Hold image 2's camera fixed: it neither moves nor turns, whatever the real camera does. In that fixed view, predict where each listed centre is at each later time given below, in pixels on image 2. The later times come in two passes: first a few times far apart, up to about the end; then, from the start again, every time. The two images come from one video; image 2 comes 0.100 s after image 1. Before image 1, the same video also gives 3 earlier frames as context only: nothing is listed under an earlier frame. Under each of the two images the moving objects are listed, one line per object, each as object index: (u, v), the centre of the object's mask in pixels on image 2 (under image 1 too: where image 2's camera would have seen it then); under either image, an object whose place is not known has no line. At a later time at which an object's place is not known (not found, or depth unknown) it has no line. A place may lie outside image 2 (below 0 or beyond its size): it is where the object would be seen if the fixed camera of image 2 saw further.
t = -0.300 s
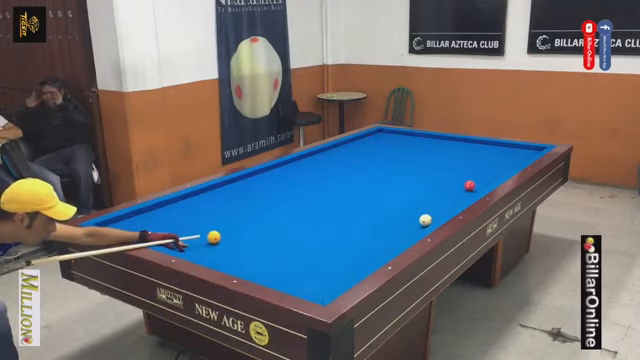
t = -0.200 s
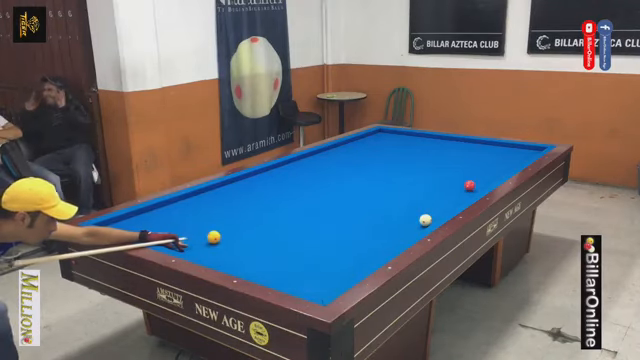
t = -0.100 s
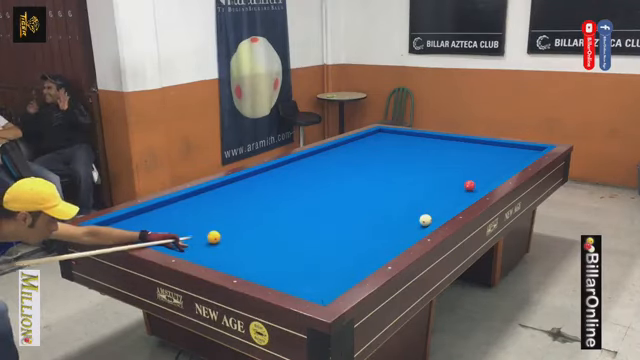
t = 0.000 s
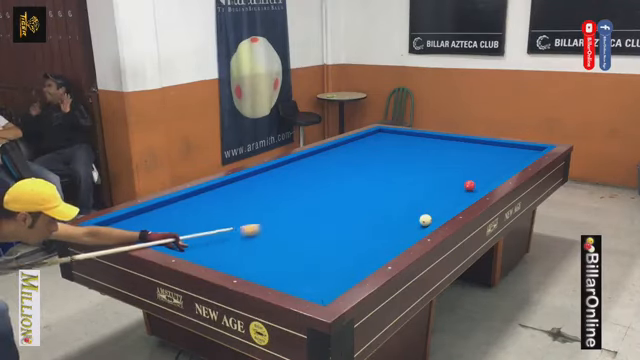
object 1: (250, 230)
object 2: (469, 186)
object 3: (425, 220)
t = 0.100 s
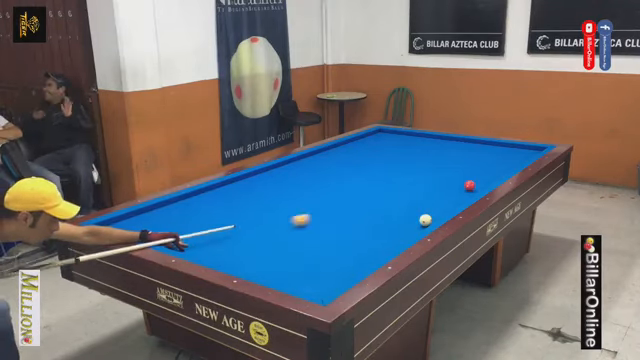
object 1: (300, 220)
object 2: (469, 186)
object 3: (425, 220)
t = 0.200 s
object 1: (348, 211)
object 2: (469, 185)
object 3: (425, 220)
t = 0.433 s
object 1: (443, 193)
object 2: (469, 186)
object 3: (425, 220)
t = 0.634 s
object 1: (464, 183)
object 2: (476, 175)
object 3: (425, 220)
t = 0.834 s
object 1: (443, 173)
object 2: (484, 164)
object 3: (425, 220)
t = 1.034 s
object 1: (430, 163)
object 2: (490, 155)
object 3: (425, 220)
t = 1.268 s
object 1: (416, 153)
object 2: (497, 146)
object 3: (425, 220)
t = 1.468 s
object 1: (407, 145)
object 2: (491, 146)
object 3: (425, 220)
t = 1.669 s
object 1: (397, 138)
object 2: (481, 149)
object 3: (425, 220)
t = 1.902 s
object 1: (388, 131)
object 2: (468, 154)
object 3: (425, 220)
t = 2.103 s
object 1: (379, 132)
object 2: (458, 157)
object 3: (425, 220)
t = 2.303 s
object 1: (382, 136)
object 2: (446, 161)
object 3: (425, 220)
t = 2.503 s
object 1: (384, 140)
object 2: (434, 165)
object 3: (425, 220)
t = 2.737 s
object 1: (387, 145)
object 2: (420, 169)
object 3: (425, 220)
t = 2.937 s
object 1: (390, 149)
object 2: (408, 174)
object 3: (425, 220)
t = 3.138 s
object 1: (392, 153)
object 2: (395, 178)
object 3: (425, 220)
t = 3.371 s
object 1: (395, 159)
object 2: (379, 183)
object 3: (425, 220)
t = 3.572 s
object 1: (399, 164)
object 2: (365, 188)
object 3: (425, 220)
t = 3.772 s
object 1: (402, 169)
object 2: (351, 193)
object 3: (425, 220)
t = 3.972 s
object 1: (405, 174)
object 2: (336, 198)
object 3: (425, 220)
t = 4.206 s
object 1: (409, 181)
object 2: (318, 204)
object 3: (425, 220)
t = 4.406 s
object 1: (412, 187)
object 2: (302, 209)
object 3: (425, 220)
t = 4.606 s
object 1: (417, 193)
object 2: (285, 215)
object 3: (425, 220)
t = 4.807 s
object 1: (420, 200)
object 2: (268, 221)
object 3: (425, 220)
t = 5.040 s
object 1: (425, 208)
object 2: (247, 228)
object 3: (425, 220)
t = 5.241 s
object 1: (431, 214)
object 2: (228, 234)
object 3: (425, 220)
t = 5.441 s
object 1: (432, 217)
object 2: (209, 241)
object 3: (420, 223)
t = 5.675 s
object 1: (425, 216)
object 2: (186, 248)
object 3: (414, 227)
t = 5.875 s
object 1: (419, 214)
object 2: (188, 247)
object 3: (408, 230)
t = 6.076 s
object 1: (413, 213)
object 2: (196, 242)
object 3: (403, 233)
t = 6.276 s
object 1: (408, 212)
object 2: (205, 239)
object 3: (398, 237)
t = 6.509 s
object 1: (402, 210)
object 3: (392, 240)
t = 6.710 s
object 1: (398, 209)
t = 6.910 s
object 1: (394, 208)
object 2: (226, 225)
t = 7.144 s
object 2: (233, 221)
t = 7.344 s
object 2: (238, 218)
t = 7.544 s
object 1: (384, 206)
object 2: (243, 216)
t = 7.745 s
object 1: (382, 205)
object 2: (248, 213)
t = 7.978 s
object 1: (379, 205)
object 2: (253, 210)
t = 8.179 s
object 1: (378, 204)
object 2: (257, 208)
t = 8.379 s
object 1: (376, 204)
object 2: (261, 205)
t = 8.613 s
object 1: (375, 203)
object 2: (265, 203)
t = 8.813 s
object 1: (374, 203)
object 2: (268, 201)
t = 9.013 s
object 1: (374, 203)
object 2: (271, 200)
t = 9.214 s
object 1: (374, 203)
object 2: (274, 198)
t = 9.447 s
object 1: (373, 203)
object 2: (276, 196)
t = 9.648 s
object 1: (373, 203)
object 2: (279, 195)
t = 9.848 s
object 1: (374, 203)
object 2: (281, 193)
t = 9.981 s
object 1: (374, 203)
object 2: (282, 193)
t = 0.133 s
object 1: (317, 217)
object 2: (469, 186)
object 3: (425, 220)
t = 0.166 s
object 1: (332, 214)
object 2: (469, 185)
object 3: (425, 220)
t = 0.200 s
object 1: (348, 211)
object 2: (469, 185)
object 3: (425, 220)
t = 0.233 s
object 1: (362, 208)
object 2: (469, 185)
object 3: (425, 220)
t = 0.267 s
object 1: (376, 205)
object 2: (469, 185)
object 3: (425, 220)
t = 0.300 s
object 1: (390, 203)
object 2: (469, 186)
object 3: (425, 220)
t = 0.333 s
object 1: (404, 200)
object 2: (469, 186)
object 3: (425, 220)
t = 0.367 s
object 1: (418, 197)
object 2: (469, 185)
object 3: (425, 220)
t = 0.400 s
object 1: (431, 195)
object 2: (469, 186)
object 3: (425, 220)
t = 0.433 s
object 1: (443, 193)
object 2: (469, 186)
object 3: (425, 220)
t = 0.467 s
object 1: (456, 190)
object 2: (469, 185)
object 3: (425, 220)
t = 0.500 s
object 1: (468, 188)
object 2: (469, 182)
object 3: (425, 220)
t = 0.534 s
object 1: (478, 188)
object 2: (471, 182)
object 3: (425, 220)
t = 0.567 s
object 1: (476, 187)
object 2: (473, 179)
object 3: (425, 220)
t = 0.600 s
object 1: (470, 186)
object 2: (475, 177)
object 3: (425, 220)
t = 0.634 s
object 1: (464, 183)
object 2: (476, 175)
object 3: (425, 220)
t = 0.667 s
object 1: (460, 182)
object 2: (477, 173)
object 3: (425, 220)
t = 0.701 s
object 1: (456, 180)
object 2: (479, 171)
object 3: (425, 220)
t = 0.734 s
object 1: (452, 178)
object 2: (480, 169)
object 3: (425, 220)
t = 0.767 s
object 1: (449, 176)
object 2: (481, 167)
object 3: (425, 220)
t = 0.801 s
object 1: (445, 174)
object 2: (483, 166)
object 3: (425, 220)
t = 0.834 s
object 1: (443, 173)
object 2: (484, 164)
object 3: (425, 220)
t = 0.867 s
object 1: (441, 171)
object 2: (485, 163)
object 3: (425, 220)
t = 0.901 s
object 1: (438, 169)
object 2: (486, 161)
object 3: (425, 220)
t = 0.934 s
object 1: (436, 167)
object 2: (487, 160)
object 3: (425, 220)
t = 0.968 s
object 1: (434, 166)
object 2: (488, 158)
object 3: (425, 220)
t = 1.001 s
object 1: (432, 164)
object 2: (489, 157)
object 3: (425, 220)
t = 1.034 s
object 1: (430, 163)
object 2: (490, 155)
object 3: (425, 220)
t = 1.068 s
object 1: (428, 161)
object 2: (491, 154)
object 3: (425, 220)
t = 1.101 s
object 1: (426, 159)
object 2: (492, 152)
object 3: (425, 220)
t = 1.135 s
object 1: (424, 158)
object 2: (493, 152)
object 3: (425, 220)
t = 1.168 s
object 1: (422, 157)
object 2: (494, 150)
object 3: (425, 220)
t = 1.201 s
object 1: (420, 155)
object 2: (495, 148)
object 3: (425, 220)
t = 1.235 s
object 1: (418, 154)
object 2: (496, 148)
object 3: (425, 220)
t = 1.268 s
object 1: (416, 153)
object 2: (497, 146)
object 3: (425, 220)
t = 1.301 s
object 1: (414, 151)
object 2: (497, 145)
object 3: (425, 220)
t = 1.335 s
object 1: (413, 150)
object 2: (498, 144)
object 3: (425, 220)
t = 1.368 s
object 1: (411, 149)
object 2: (498, 144)
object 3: (425, 220)
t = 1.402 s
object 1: (410, 147)
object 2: (495, 144)
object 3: (425, 220)
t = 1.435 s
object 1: (408, 146)
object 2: (493, 145)
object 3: (425, 220)
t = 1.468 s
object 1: (407, 145)
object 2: (491, 146)
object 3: (425, 220)
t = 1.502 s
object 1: (405, 144)
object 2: (489, 146)
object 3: (425, 220)
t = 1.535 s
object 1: (403, 143)
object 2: (488, 147)
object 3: (425, 220)
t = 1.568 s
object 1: (402, 141)
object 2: (486, 147)
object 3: (425, 220)
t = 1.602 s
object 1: (400, 140)
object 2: (484, 148)
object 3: (425, 220)
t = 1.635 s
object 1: (399, 139)
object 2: (483, 149)
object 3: (425, 220)
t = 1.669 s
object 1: (397, 138)
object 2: (481, 149)
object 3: (425, 220)
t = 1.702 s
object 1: (396, 137)
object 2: (479, 150)
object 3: (425, 220)
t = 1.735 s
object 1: (395, 136)
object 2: (477, 150)
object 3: (425, 220)
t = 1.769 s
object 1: (394, 135)
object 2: (476, 151)
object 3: (425, 220)
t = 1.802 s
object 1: (392, 134)
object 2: (474, 152)
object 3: (425, 220)
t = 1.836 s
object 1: (391, 133)
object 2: (472, 152)
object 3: (425, 220)
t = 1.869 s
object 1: (390, 132)
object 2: (470, 153)
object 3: (425, 220)
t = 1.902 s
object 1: (388, 131)
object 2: (468, 154)
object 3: (425, 220)
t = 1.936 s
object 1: (386, 130)
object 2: (467, 154)
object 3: (425, 220)
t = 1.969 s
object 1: (382, 130)
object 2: (464, 155)
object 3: (425, 220)
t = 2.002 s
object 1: (379, 130)
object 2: (463, 155)
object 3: (425, 220)
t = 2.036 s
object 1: (378, 131)
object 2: (461, 156)
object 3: (425, 220)
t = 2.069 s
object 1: (379, 132)
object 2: (459, 157)
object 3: (425, 220)
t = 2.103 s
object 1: (379, 132)
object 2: (458, 157)
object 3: (425, 220)
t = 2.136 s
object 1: (380, 133)
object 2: (455, 158)
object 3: (425, 220)
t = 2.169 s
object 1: (380, 134)
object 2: (453, 158)
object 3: (425, 220)
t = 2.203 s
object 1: (380, 134)
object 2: (452, 159)
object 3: (425, 220)
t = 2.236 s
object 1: (381, 135)
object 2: (450, 160)
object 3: (425, 220)
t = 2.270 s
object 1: (381, 135)
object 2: (448, 160)
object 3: (425, 220)
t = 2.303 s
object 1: (382, 136)
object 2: (446, 161)
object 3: (425, 220)
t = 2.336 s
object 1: (382, 136)
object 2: (444, 161)
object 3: (425, 220)
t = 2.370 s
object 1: (382, 137)
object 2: (442, 162)
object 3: (425, 220)
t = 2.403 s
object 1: (383, 138)
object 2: (440, 163)
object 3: (425, 220)
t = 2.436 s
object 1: (383, 138)
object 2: (438, 164)
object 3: (425, 220)
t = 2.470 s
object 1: (384, 139)
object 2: (436, 164)
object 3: (425, 220)
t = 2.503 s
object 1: (384, 140)
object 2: (434, 165)
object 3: (425, 220)
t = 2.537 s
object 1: (384, 140)
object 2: (433, 165)
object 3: (425, 220)
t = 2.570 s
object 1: (385, 141)
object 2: (430, 166)
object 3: (425, 220)
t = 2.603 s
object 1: (385, 142)
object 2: (428, 167)
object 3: (425, 220)
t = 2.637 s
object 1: (386, 142)
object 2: (427, 168)
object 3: (425, 220)
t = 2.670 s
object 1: (386, 143)
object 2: (424, 168)
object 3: (425, 220)
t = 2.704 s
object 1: (386, 143)
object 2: (422, 169)
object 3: (425, 220)
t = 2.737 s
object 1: (387, 145)
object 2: (420, 169)
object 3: (425, 220)
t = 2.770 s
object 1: (387, 145)
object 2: (418, 171)
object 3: (425, 220)
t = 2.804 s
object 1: (388, 146)
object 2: (416, 171)
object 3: (425, 220)
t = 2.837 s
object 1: (388, 147)
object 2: (414, 172)
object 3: (425, 220)
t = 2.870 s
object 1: (389, 148)
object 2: (412, 173)
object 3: (425, 220)
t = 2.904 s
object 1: (389, 148)
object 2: (410, 173)
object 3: (425, 220)
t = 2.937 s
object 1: (390, 149)
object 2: (408, 174)
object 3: (425, 220)
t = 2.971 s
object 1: (390, 149)
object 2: (406, 175)
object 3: (425, 220)
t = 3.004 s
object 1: (390, 150)
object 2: (404, 175)
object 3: (425, 220)
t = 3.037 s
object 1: (391, 151)
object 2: (401, 176)
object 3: (425, 220)
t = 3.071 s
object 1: (391, 152)
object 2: (399, 177)
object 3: (425, 220)
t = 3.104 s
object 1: (391, 152)
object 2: (397, 177)
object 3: (425, 220)
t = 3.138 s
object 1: (392, 153)
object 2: (395, 178)
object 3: (425, 220)
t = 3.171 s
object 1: (393, 154)
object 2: (393, 179)
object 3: (425, 220)
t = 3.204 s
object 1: (393, 155)
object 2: (390, 180)
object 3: (425, 220)
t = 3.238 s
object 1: (393, 155)
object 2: (388, 180)
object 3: (425, 220)
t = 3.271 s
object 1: (394, 156)
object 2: (386, 181)
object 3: (425, 220)
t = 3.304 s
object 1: (394, 157)
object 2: (384, 182)
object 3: (425, 220)
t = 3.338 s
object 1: (395, 158)
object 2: (381, 183)
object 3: (425, 220)
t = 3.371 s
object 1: (395, 159)
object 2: (379, 183)
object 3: (425, 220)
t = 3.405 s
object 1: (396, 159)
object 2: (377, 185)
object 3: (425, 220)
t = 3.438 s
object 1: (397, 160)
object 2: (375, 185)
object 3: (425, 220)
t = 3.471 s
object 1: (397, 161)
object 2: (372, 186)
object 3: (425, 220)
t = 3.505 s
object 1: (397, 162)
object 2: (370, 187)
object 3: (425, 220)
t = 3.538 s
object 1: (398, 163)
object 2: (368, 188)
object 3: (425, 220)
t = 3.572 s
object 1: (399, 164)
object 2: (365, 188)
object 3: (425, 220)
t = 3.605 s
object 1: (399, 164)
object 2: (363, 189)
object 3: (425, 220)
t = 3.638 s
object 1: (400, 165)
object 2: (360, 190)
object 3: (425, 220)
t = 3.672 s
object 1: (400, 166)
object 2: (358, 191)
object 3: (425, 220)
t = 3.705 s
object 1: (400, 167)
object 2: (356, 191)
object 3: (425, 220)
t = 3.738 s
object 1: (401, 168)
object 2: (353, 192)
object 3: (425, 220)
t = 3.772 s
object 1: (402, 169)
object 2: (351, 193)
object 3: (425, 220)
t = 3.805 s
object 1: (402, 170)
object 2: (348, 194)
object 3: (425, 220)
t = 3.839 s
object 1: (403, 170)
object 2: (346, 195)
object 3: (425, 220)
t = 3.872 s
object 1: (403, 171)
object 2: (343, 195)
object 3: (425, 220)
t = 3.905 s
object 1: (404, 172)
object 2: (341, 196)
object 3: (425, 220)
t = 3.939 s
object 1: (404, 173)
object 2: (339, 197)
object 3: (425, 220)
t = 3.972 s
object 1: (405, 174)
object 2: (336, 198)
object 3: (425, 220)
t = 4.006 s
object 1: (405, 175)
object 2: (333, 199)
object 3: (425, 220)
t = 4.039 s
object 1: (406, 176)
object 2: (331, 200)
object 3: (425, 220)
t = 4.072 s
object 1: (406, 177)
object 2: (328, 201)
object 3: (425, 220)
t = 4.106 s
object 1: (407, 178)
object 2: (326, 202)
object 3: (425, 220)
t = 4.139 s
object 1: (408, 179)
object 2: (323, 203)
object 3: (425, 220)
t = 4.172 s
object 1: (408, 180)
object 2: (321, 203)
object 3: (425, 220)
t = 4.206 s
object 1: (409, 181)
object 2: (318, 204)
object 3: (425, 220)
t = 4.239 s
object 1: (409, 182)
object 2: (315, 205)
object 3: (425, 220)
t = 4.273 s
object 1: (410, 183)
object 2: (312, 206)
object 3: (425, 220)
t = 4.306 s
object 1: (411, 183)
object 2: (310, 207)
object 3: (425, 220)
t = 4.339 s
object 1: (411, 184)
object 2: (307, 208)
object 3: (425, 220)
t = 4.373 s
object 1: (412, 186)
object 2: (305, 209)
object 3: (425, 220)
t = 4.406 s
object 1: (412, 187)
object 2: (302, 209)
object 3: (425, 220)
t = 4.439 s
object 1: (413, 188)
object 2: (299, 210)
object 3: (425, 220)
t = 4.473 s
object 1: (414, 189)
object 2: (296, 211)
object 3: (425, 220)
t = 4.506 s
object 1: (414, 190)
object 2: (294, 212)
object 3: (425, 220)
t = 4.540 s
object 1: (415, 191)
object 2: (291, 213)
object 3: (425, 220)
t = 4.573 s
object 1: (416, 192)
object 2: (288, 214)
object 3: (425, 220)
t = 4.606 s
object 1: (417, 193)
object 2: (285, 215)
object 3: (425, 220)
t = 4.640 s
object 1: (417, 194)
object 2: (282, 216)
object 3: (425, 220)
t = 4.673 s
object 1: (418, 195)
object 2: (279, 217)
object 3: (425, 220)
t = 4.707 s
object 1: (418, 196)
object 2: (276, 218)
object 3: (425, 220)
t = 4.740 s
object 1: (419, 198)
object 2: (273, 219)
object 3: (425, 220)
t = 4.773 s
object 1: (420, 199)
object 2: (271, 220)
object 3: (425, 220)
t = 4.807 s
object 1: (420, 200)
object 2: (268, 221)
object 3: (425, 220)
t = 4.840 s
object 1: (421, 201)
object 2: (265, 222)
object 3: (425, 220)
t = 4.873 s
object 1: (422, 202)
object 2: (262, 223)
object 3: (425, 220)
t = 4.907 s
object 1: (423, 203)
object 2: (259, 224)
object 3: (425, 220)
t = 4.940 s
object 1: (423, 204)
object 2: (256, 225)
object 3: (425, 220)
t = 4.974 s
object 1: (424, 205)
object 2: (253, 226)
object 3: (425, 220)
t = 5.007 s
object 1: (425, 207)
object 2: (250, 227)
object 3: (425, 220)
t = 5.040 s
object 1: (425, 208)
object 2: (247, 228)
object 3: (425, 220)
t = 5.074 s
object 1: (426, 209)
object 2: (244, 229)
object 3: (425, 220)
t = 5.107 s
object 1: (427, 210)
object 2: (241, 230)
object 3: (425, 220)
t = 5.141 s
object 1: (428, 211)
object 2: (237, 231)
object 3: (425, 220)
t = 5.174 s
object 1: (429, 212)
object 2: (234, 232)
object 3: (425, 220)
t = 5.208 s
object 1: (430, 213)
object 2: (231, 233)
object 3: (425, 220)
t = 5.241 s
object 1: (431, 214)
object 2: (228, 234)
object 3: (425, 220)
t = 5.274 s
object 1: (432, 215)
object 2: (225, 236)
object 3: (425, 220)
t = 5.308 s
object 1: (433, 216)
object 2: (222, 237)
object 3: (423, 221)
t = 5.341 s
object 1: (435, 216)
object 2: (219, 238)
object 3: (423, 221)
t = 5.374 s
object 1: (434, 217)
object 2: (215, 239)
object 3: (422, 222)
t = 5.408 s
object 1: (433, 217)
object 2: (212, 240)
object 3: (421, 222)
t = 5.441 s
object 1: (432, 217)
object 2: (209, 241)
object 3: (420, 223)
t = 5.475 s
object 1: (431, 217)
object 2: (205, 242)
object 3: (419, 223)
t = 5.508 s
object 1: (430, 216)
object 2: (202, 243)
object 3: (418, 224)
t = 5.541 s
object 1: (429, 216)
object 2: (199, 245)
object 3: (417, 225)
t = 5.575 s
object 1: (428, 216)
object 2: (195, 246)
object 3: (416, 225)
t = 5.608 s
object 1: (427, 216)
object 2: (192, 247)
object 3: (415, 226)
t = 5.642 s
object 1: (426, 216)
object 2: (189, 248)
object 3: (414, 226)
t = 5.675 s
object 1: (425, 216)
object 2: (186, 248)
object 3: (414, 227)
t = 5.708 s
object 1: (424, 216)
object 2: (183, 249)
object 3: (413, 227)
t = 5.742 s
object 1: (422, 215)
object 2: (182, 249)
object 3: (412, 228)
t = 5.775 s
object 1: (422, 215)
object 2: (184, 248)
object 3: (411, 228)
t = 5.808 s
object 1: (421, 215)
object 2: (185, 248)
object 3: (410, 229)
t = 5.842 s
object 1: (420, 214)
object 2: (186, 247)
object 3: (409, 230)
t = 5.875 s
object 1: (419, 214)
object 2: (188, 247)
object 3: (408, 230)
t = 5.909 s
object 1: (418, 214)
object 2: (189, 246)
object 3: (407, 230)
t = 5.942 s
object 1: (417, 214)
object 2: (191, 245)
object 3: (406, 231)
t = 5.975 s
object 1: (416, 214)
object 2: (192, 244)
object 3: (406, 232)
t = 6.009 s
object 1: (415, 213)
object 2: (193, 244)
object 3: (405, 232)
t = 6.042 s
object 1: (414, 213)
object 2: (195, 243)
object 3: (404, 233)
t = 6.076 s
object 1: (413, 213)
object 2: (196, 242)
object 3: (403, 233)
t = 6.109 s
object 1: (412, 213)
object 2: (198, 242)
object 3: (402, 234)
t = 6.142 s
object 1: (411, 212)
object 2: (199, 241)
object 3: (401, 234)
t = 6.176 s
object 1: (411, 212)
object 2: (200, 240)
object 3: (400, 235)
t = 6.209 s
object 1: (410, 212)
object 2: (201, 239)
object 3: (399, 235)
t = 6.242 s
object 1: (409, 212)
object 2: (203, 238)
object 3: (399, 236)
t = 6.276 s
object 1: (408, 212)
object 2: (205, 239)
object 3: (398, 237)
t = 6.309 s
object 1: (407, 211)
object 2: (205, 239)
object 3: (397, 237)
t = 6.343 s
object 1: (406, 211)
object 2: (206, 238)
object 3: (396, 238)
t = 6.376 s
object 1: (406, 211)
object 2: (207, 237)
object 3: (396, 238)
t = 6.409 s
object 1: (405, 211)
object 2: (209, 236)
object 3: (395, 239)
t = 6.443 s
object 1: (404, 211)
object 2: (211, 235)
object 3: (394, 239)
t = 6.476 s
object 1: (403, 210)
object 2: (214, 233)
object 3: (393, 240)
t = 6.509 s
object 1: (402, 210)
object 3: (392, 240)
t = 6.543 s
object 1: (402, 210)
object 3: (392, 241)
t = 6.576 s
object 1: (401, 210)
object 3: (391, 241)
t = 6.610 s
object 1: (400, 210)
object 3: (390, 242)
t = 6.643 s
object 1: (400, 210)
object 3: (389, 242)
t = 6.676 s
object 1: (399, 210)
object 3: (388, 243)
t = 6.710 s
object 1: (398, 209)
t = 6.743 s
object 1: (398, 209)
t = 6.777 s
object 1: (397, 209)
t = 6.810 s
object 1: (396, 209)
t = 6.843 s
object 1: (396, 209)
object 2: (223, 226)
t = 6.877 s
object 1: (395, 209)
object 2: (225, 226)
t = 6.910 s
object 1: (394, 208)
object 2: (226, 225)
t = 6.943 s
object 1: (394, 208)
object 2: (227, 225)
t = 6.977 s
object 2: (228, 224)
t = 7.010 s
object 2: (229, 224)
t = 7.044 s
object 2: (230, 223)
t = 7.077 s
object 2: (231, 223)
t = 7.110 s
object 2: (232, 222)
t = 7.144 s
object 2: (233, 221)
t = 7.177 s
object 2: (234, 221)
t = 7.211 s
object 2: (235, 220)
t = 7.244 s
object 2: (236, 220)
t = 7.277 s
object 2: (237, 219)
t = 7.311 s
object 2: (237, 219)
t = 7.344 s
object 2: (238, 218)
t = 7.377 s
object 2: (239, 218)
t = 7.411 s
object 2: (240, 217)
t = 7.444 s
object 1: (382, 204)
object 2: (241, 217)
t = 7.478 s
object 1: (384, 205)
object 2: (242, 216)
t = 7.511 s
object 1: (384, 205)
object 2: (243, 216)
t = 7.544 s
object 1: (384, 206)
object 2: (243, 216)
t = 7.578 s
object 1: (384, 206)
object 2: (244, 215)
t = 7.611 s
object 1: (384, 206)
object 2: (245, 215)
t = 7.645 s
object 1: (383, 205)
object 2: (246, 214)
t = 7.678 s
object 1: (383, 205)
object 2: (247, 214)
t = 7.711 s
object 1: (382, 205)
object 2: (247, 213)
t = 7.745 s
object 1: (382, 205)
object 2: (248, 213)
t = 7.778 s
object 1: (381, 205)
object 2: (249, 212)
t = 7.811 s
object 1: (381, 205)
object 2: (249, 212)
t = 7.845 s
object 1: (381, 205)
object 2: (251, 211)
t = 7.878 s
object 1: (380, 205)
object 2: (251, 211)
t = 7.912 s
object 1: (380, 205)
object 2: (252, 211)
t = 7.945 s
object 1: (380, 205)
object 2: (253, 210)
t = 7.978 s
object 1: (379, 205)
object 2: (253, 210)
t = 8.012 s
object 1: (379, 205)
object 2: (254, 210)
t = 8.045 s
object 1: (379, 205)
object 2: (255, 209)
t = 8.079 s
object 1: (379, 205)
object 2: (255, 209)
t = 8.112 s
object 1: (378, 204)
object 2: (256, 209)
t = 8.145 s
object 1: (378, 204)
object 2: (257, 208)
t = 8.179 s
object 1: (378, 204)
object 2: (257, 208)
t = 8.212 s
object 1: (377, 204)
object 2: (258, 207)
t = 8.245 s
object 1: (377, 204)
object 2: (259, 207)
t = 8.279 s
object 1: (377, 204)
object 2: (259, 207)
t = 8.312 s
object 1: (377, 204)
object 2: (260, 206)
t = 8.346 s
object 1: (376, 204)
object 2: (261, 206)
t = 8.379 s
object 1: (376, 204)
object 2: (261, 205)
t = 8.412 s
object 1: (376, 204)
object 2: (262, 205)
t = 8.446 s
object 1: (376, 204)
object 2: (262, 205)
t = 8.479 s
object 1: (375, 204)
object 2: (263, 204)
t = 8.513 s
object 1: (375, 204)
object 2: (264, 204)
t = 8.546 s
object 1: (375, 204)
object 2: (264, 203)
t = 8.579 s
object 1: (375, 203)
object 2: (265, 203)
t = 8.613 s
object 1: (375, 203)
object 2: (265, 203)
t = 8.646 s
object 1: (375, 203)
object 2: (266, 203)
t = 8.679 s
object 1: (374, 203)
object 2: (266, 202)
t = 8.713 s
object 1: (374, 203)
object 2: (267, 202)
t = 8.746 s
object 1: (374, 203)
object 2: (267, 202)
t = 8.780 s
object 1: (374, 203)
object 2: (268, 201)
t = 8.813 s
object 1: (374, 203)
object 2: (268, 201)
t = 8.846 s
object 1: (374, 203)
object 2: (269, 201)
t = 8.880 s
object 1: (374, 203)
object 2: (269, 200)
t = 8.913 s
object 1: (374, 203)
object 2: (270, 200)
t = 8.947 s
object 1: (374, 203)
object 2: (270, 200)
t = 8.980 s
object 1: (374, 203)
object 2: (271, 200)
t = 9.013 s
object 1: (374, 203)
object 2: (271, 200)
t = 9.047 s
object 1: (374, 203)
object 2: (272, 199)
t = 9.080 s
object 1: (374, 203)
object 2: (272, 199)
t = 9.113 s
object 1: (374, 203)
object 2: (272, 199)
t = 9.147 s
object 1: (374, 203)
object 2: (273, 199)
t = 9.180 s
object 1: (374, 203)
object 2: (273, 198)
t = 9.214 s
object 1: (374, 203)
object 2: (274, 198)
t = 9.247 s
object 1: (374, 203)
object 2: (274, 198)
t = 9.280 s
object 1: (374, 203)
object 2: (275, 198)
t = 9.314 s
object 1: (374, 203)
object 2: (275, 197)
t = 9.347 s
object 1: (374, 203)
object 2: (275, 197)
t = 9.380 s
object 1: (374, 203)
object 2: (276, 197)
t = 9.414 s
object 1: (374, 203)
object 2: (276, 197)
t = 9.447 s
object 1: (373, 203)
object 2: (276, 196)
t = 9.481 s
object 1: (373, 203)
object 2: (277, 196)
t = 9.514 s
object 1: (374, 203)
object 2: (277, 196)
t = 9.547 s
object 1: (373, 203)
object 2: (278, 196)
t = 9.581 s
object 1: (373, 203)
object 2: (278, 195)
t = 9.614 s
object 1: (374, 203)
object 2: (279, 195)
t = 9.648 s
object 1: (373, 203)
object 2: (279, 195)
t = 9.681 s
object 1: (373, 203)
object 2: (279, 195)
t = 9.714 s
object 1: (374, 203)
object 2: (280, 195)
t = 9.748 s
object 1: (373, 203)
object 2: (280, 194)
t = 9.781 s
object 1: (374, 203)
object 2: (280, 194)
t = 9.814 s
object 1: (374, 203)
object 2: (281, 194)
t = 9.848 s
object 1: (374, 203)
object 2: (281, 193)
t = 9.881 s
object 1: (374, 203)
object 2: (281, 194)
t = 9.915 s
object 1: (374, 203)
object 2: (282, 193)
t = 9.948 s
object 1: (374, 203)
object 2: (282, 193)
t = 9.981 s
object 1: (374, 203)
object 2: (282, 193)
